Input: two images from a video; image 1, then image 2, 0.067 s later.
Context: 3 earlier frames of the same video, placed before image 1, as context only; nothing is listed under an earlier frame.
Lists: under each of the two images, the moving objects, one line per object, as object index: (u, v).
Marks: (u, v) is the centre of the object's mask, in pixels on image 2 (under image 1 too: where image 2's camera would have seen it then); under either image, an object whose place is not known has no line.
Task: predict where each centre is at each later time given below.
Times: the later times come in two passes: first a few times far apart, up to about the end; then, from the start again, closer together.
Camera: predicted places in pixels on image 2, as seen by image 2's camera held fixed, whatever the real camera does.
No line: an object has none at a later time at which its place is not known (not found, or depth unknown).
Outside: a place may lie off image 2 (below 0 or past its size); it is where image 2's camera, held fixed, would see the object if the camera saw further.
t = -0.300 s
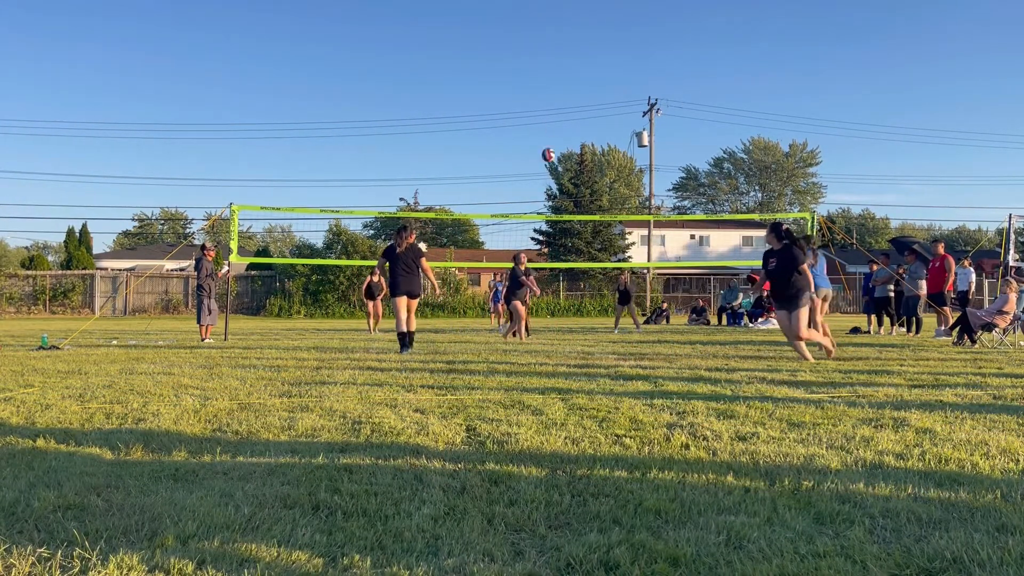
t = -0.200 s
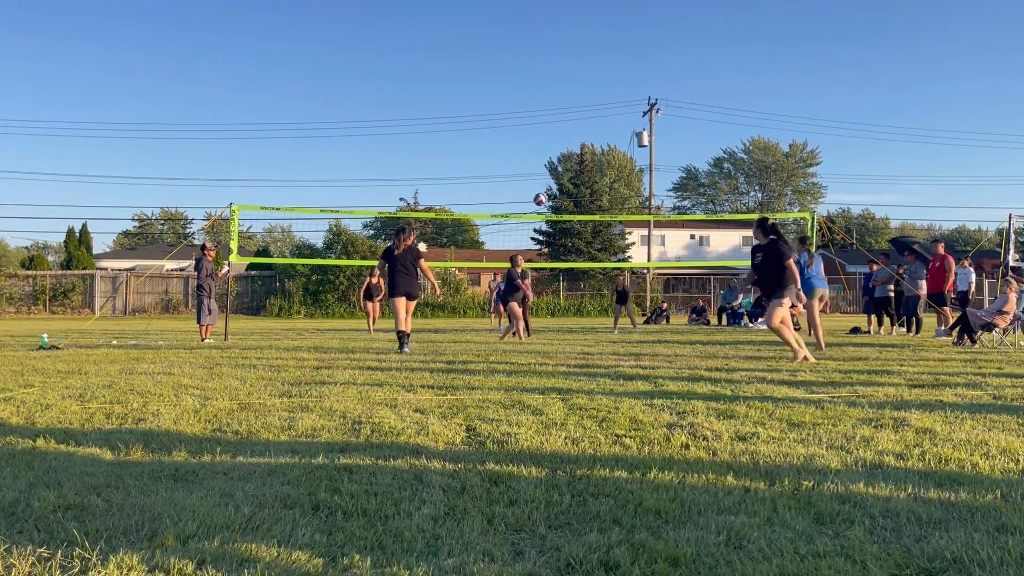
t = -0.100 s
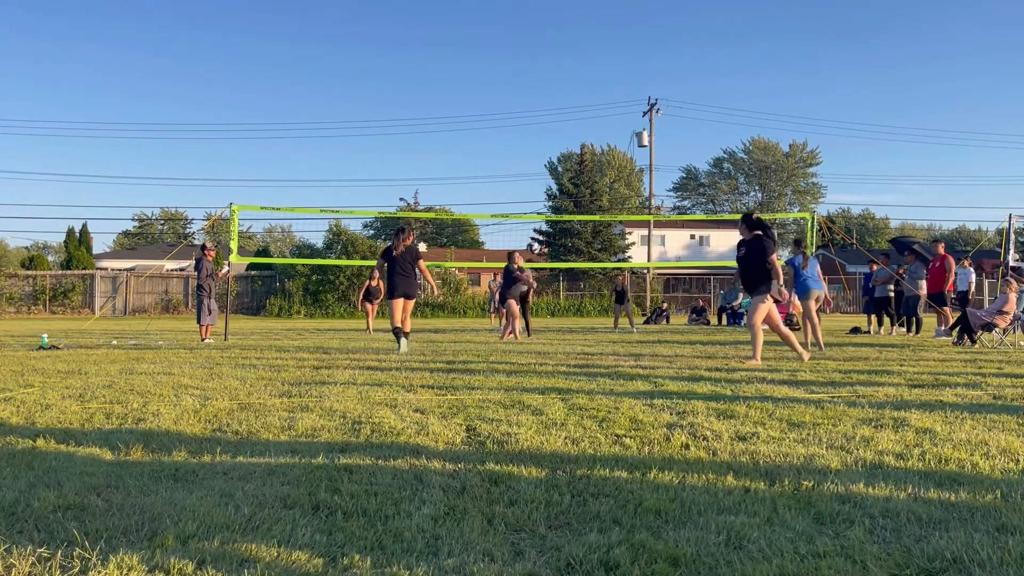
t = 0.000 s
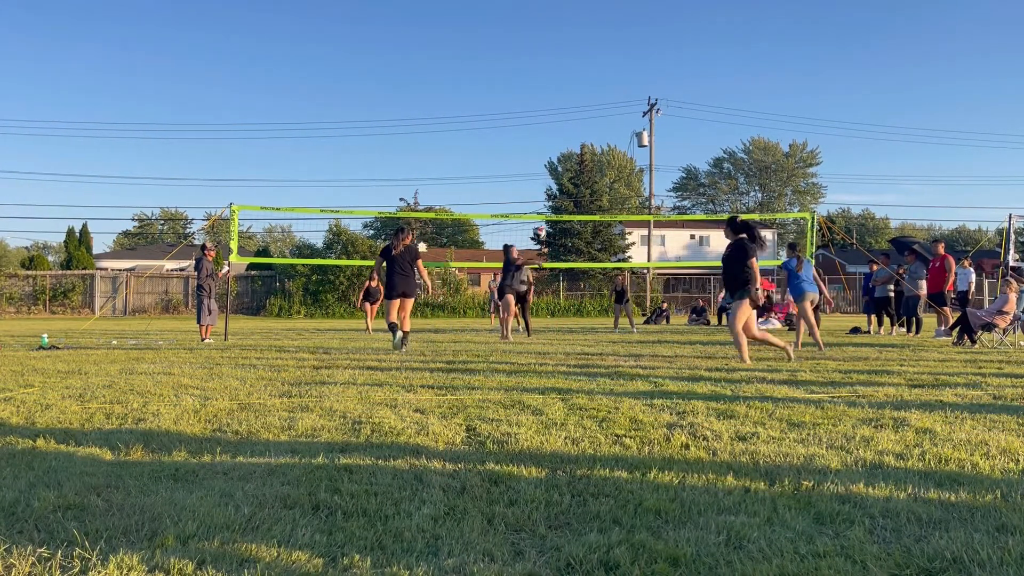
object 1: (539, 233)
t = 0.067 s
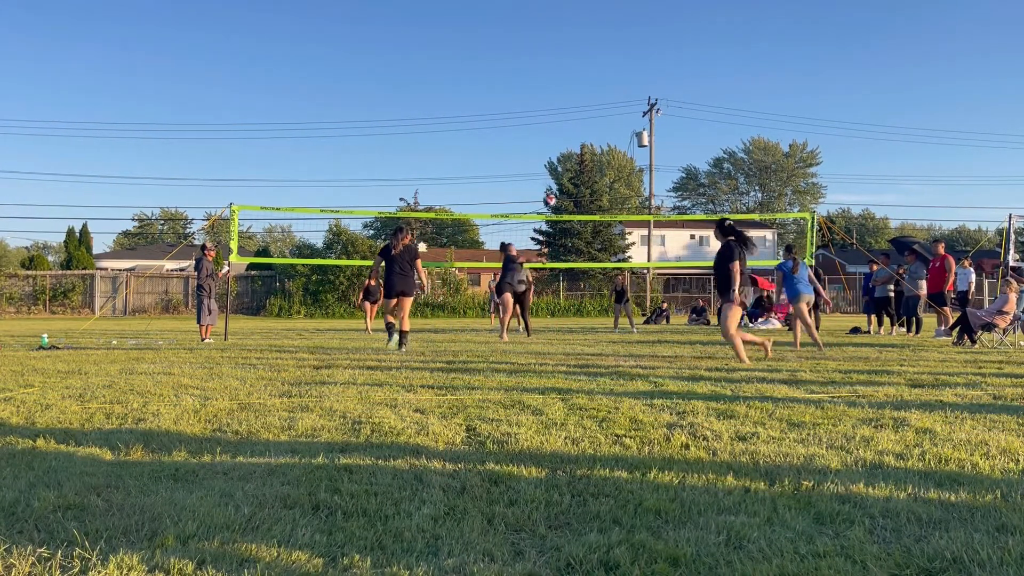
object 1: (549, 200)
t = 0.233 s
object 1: (573, 133)
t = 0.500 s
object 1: (609, 65)
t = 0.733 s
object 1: (639, 43)
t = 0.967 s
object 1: (667, 54)
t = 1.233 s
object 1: (695, 106)
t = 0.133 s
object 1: (560, 171)
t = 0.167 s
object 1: (566, 156)
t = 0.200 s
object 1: (568, 145)
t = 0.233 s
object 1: (573, 133)
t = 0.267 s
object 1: (578, 122)
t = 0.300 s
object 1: (582, 112)
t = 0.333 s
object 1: (587, 102)
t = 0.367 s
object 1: (592, 93)
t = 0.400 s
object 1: (596, 85)
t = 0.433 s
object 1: (601, 78)
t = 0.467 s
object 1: (605, 71)
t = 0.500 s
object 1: (609, 65)
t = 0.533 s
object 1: (614, 60)
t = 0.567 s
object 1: (618, 55)
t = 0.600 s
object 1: (623, 51)
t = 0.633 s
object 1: (627, 48)
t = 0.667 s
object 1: (631, 45)
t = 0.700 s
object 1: (635, 44)
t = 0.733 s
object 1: (639, 43)
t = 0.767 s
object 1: (643, 42)
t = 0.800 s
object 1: (647, 42)
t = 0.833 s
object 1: (651, 43)
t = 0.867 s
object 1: (655, 45)
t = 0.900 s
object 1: (659, 47)
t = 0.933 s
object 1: (663, 50)
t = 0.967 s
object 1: (667, 54)
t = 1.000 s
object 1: (670, 58)
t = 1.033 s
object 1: (674, 63)
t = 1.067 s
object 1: (677, 69)
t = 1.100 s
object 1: (681, 75)
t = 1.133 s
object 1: (684, 82)
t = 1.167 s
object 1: (688, 89)
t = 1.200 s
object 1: (691, 97)
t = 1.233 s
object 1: (695, 106)
